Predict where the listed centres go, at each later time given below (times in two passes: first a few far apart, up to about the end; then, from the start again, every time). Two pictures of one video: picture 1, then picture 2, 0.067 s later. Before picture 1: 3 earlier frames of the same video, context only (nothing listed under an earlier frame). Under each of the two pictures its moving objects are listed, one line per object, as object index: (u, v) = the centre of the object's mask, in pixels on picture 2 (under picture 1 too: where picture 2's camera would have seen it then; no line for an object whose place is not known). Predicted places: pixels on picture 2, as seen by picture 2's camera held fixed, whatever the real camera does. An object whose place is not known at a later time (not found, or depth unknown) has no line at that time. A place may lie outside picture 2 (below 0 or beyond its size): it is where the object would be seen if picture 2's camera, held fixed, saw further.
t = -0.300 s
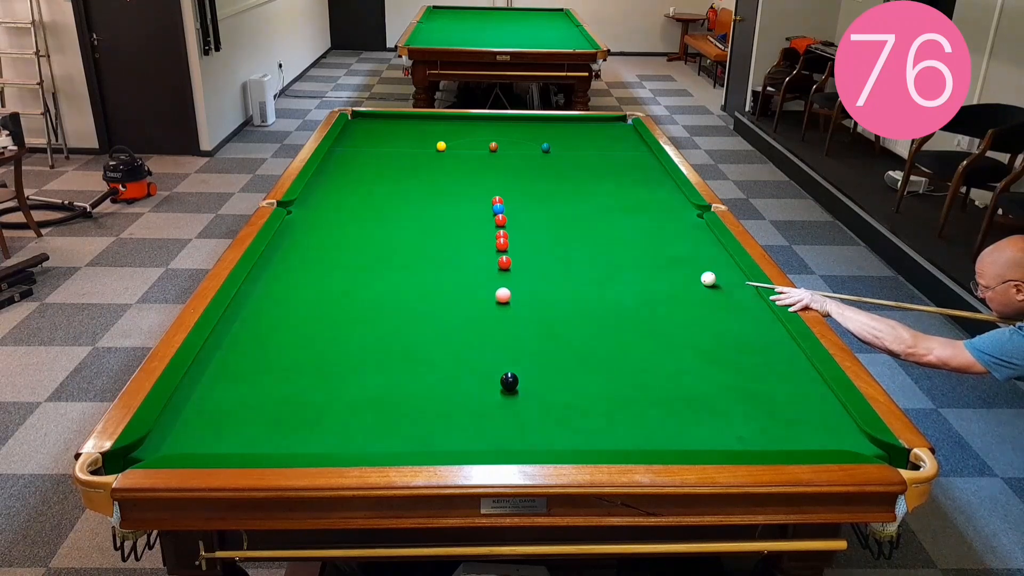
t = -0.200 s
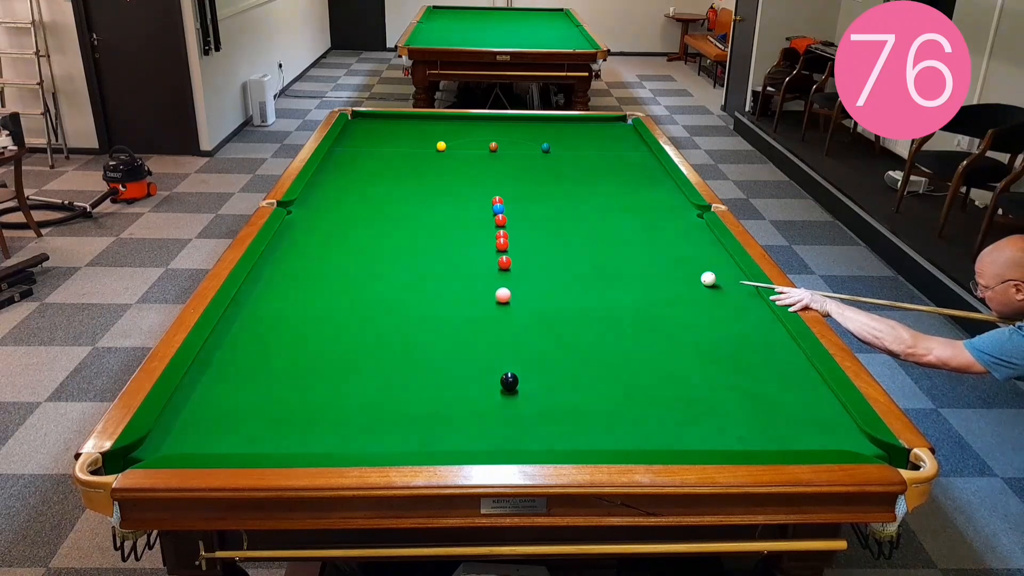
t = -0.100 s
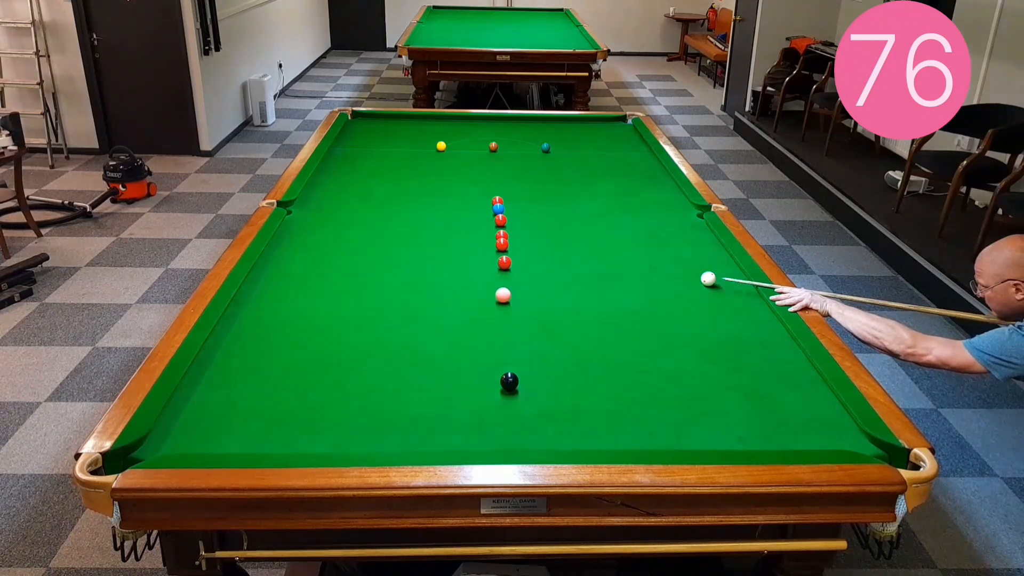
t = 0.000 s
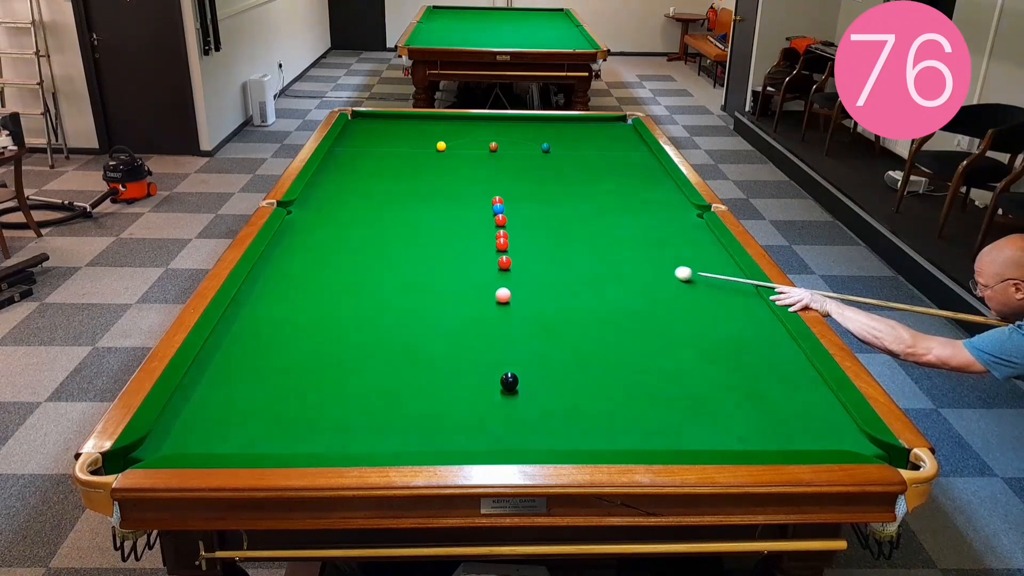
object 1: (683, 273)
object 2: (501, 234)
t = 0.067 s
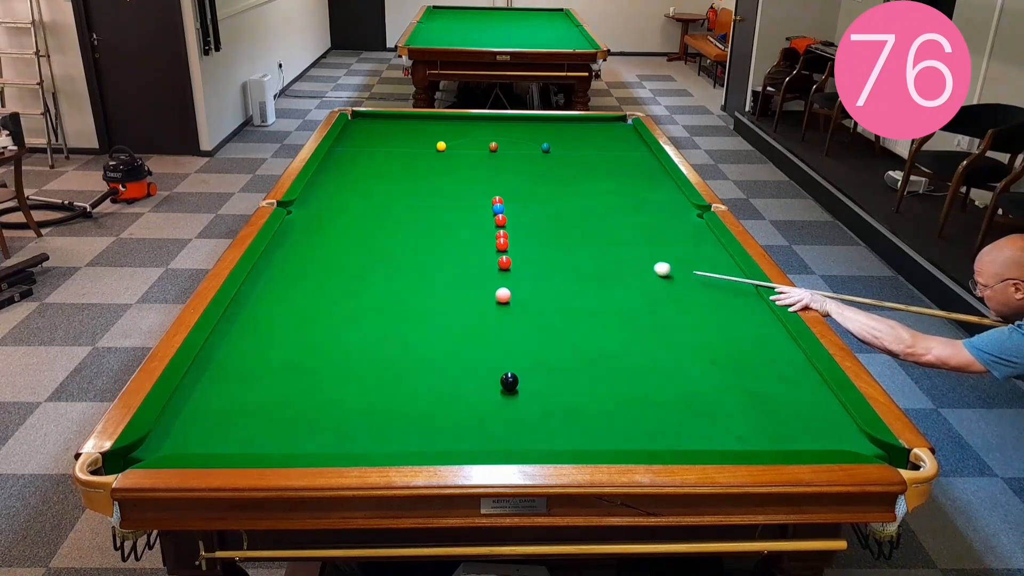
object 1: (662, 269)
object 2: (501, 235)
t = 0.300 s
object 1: (594, 255)
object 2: (501, 235)
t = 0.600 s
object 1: (515, 238)
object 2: (501, 234)
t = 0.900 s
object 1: (506, 232)
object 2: (450, 229)
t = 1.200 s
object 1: (496, 226)
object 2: (406, 223)
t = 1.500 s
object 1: (486, 221)
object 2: (366, 217)
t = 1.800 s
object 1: (478, 216)
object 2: (328, 212)
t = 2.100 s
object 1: (472, 212)
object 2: (292, 207)
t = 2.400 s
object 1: (466, 209)
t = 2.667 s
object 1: (463, 207)
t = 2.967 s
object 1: (459, 206)
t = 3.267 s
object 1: (457, 204)
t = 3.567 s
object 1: (456, 204)
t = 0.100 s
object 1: (652, 267)
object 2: (501, 235)
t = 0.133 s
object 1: (642, 265)
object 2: (501, 235)
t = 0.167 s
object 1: (632, 263)
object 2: (501, 235)
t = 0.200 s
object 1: (622, 260)
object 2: (501, 235)
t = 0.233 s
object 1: (613, 259)
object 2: (502, 234)
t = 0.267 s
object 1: (603, 256)
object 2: (501, 234)
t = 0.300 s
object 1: (594, 255)
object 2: (501, 235)
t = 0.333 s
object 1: (585, 253)
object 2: (501, 235)
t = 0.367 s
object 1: (575, 251)
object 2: (501, 235)
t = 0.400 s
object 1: (566, 249)
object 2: (502, 234)
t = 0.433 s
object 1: (558, 247)
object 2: (502, 234)
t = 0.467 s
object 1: (549, 245)
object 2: (502, 234)
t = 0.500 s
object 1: (540, 243)
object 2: (502, 234)
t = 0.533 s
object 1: (532, 241)
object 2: (502, 234)
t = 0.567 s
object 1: (524, 240)
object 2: (502, 234)
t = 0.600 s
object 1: (515, 238)
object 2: (501, 234)
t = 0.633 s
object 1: (514, 237)
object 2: (495, 235)
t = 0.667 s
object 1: (514, 237)
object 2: (488, 235)
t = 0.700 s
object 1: (514, 236)
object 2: (481, 234)
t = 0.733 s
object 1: (513, 235)
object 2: (476, 232)
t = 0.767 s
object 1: (512, 235)
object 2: (470, 232)
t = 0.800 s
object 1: (510, 234)
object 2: (465, 231)
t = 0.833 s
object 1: (509, 233)
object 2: (460, 230)
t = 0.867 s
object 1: (508, 232)
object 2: (455, 230)
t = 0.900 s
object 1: (506, 232)
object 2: (450, 229)
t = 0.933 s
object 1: (505, 231)
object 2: (445, 228)
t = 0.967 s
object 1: (504, 230)
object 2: (440, 228)
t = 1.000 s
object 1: (503, 230)
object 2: (435, 227)
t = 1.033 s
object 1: (501, 229)
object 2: (430, 226)
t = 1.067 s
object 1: (500, 228)
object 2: (425, 226)
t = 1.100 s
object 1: (499, 228)
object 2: (421, 225)
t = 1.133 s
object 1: (498, 227)
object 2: (415, 225)
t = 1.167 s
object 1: (497, 226)
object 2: (411, 224)
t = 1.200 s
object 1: (496, 226)
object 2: (406, 223)
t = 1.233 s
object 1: (495, 225)
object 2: (402, 222)
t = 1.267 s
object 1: (493, 225)
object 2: (397, 222)
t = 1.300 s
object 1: (492, 224)
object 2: (393, 221)
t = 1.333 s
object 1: (491, 223)
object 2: (388, 220)
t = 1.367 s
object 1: (490, 223)
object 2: (384, 220)
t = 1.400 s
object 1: (489, 222)
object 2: (379, 219)
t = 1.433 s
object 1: (488, 222)
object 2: (374, 219)
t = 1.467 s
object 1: (487, 221)
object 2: (370, 218)
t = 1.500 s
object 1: (486, 221)
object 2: (366, 217)
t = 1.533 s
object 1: (485, 220)
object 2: (361, 217)
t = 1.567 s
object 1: (484, 219)
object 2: (357, 216)
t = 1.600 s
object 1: (484, 219)
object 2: (352, 216)
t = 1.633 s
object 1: (483, 219)
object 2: (348, 215)
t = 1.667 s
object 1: (482, 218)
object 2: (344, 214)
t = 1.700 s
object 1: (481, 218)
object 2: (340, 213)
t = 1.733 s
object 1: (480, 217)
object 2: (336, 213)
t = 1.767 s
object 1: (479, 216)
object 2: (331, 213)
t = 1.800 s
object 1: (478, 216)
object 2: (328, 212)
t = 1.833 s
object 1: (478, 216)
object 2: (323, 211)
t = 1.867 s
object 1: (477, 215)
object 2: (319, 211)
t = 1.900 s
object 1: (476, 215)
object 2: (316, 210)
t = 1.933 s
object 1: (475, 214)
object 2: (311, 210)
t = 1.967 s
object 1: (475, 214)
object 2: (308, 209)
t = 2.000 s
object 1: (474, 214)
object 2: (304, 209)
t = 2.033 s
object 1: (473, 213)
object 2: (300, 208)
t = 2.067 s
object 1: (472, 213)
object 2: (297, 207)
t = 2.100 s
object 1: (472, 212)
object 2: (292, 207)
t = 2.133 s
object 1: (471, 212)
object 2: (289, 207)
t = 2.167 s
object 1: (471, 212)
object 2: (287, 209)
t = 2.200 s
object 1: (470, 211)
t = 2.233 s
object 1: (469, 211)
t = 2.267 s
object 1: (469, 211)
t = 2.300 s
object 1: (468, 210)
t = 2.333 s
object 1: (468, 210)
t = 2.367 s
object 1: (467, 210)
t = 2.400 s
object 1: (466, 209)
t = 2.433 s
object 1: (466, 209)
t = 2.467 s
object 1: (465, 209)
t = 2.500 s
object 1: (465, 209)
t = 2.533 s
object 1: (464, 208)
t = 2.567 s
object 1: (464, 208)
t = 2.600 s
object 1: (464, 208)
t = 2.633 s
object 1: (463, 208)
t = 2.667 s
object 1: (463, 207)
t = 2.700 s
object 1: (462, 207)
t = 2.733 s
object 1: (462, 207)
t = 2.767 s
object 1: (461, 207)
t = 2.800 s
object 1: (461, 206)
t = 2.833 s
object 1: (461, 206)
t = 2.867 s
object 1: (460, 206)
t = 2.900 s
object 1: (460, 206)
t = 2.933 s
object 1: (460, 206)
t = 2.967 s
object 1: (459, 206)
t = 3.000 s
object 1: (459, 206)
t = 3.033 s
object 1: (459, 205)
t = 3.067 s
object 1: (459, 205)
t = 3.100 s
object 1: (458, 205)
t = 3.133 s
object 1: (458, 205)
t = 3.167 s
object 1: (458, 205)
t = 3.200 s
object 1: (458, 205)
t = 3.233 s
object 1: (458, 205)
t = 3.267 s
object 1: (457, 204)
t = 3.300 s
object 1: (457, 204)
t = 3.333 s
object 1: (457, 204)
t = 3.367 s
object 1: (457, 204)
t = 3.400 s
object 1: (457, 204)
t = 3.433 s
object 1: (457, 204)
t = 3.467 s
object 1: (457, 204)
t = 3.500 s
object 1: (457, 204)
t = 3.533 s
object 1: (457, 204)
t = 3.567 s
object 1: (456, 204)
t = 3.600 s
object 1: (456, 204)
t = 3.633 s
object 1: (456, 204)
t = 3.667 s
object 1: (456, 204)
